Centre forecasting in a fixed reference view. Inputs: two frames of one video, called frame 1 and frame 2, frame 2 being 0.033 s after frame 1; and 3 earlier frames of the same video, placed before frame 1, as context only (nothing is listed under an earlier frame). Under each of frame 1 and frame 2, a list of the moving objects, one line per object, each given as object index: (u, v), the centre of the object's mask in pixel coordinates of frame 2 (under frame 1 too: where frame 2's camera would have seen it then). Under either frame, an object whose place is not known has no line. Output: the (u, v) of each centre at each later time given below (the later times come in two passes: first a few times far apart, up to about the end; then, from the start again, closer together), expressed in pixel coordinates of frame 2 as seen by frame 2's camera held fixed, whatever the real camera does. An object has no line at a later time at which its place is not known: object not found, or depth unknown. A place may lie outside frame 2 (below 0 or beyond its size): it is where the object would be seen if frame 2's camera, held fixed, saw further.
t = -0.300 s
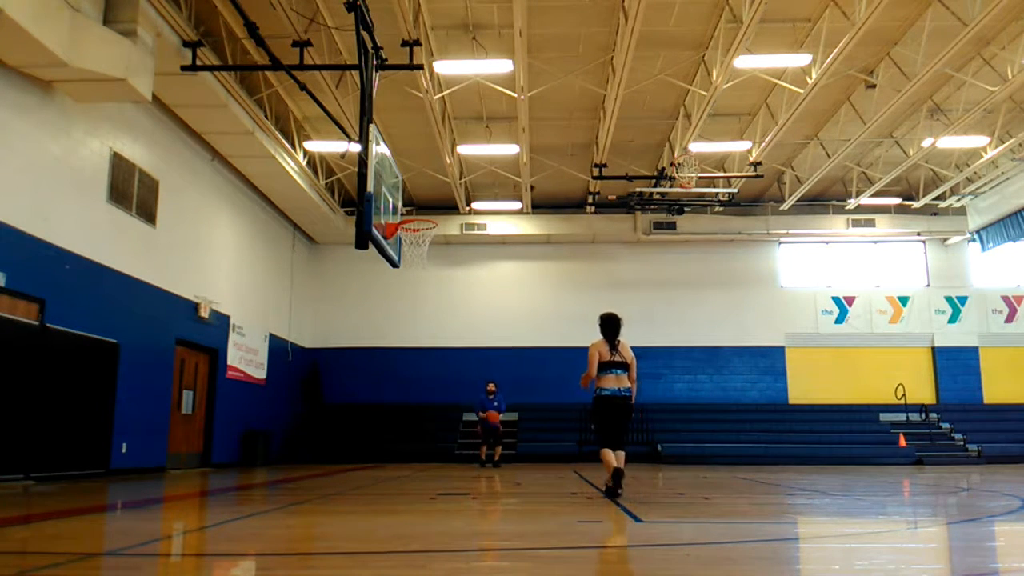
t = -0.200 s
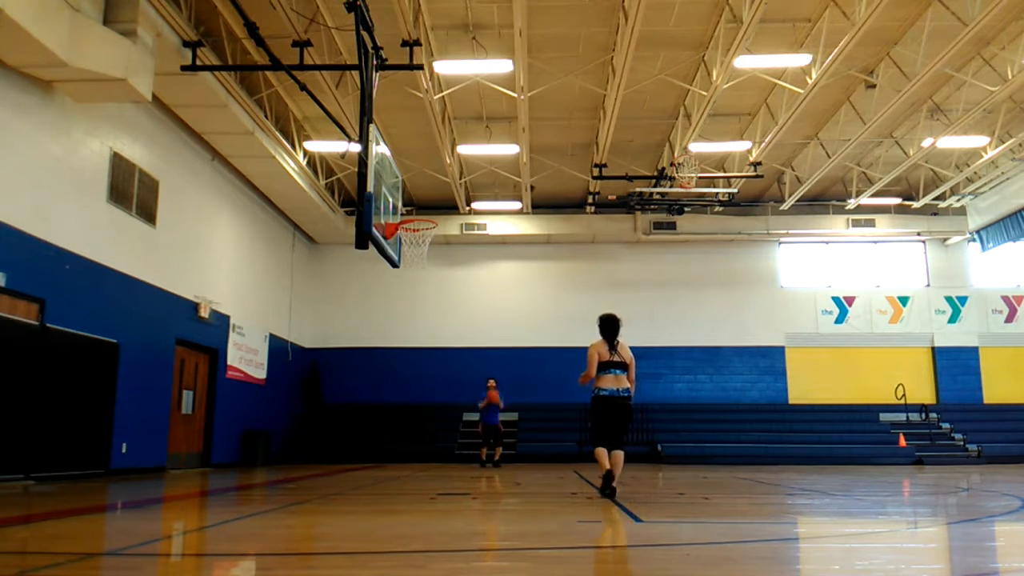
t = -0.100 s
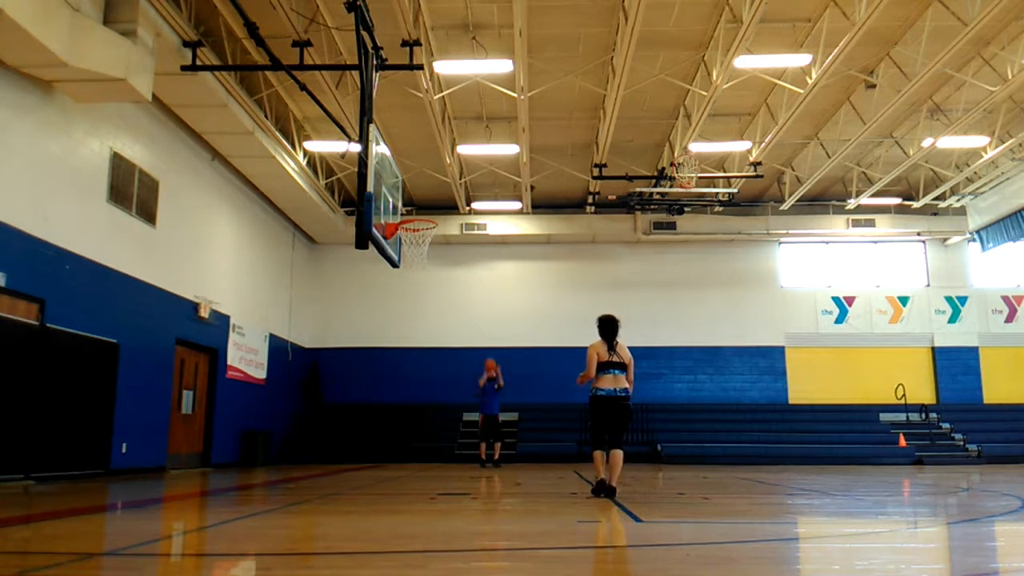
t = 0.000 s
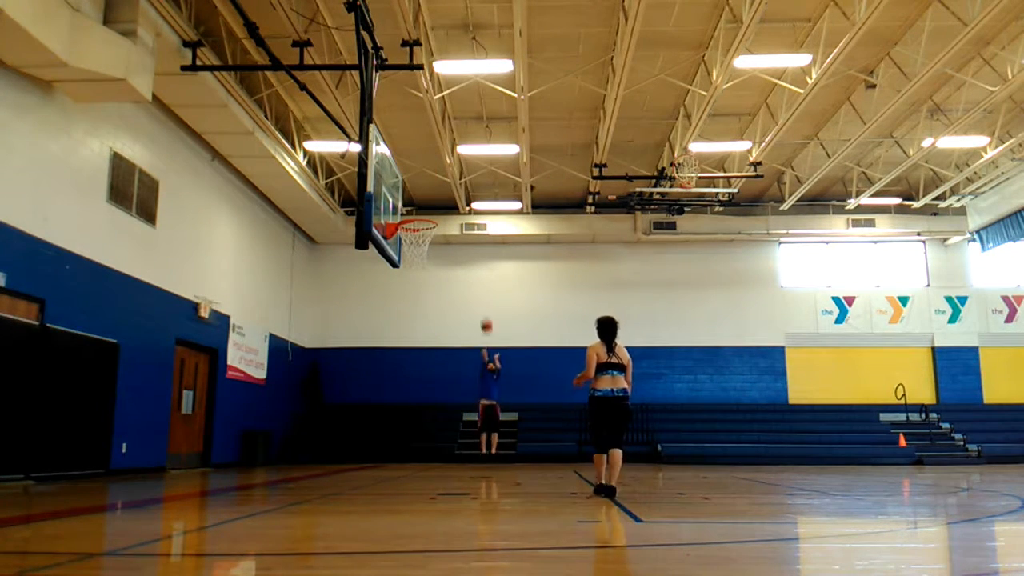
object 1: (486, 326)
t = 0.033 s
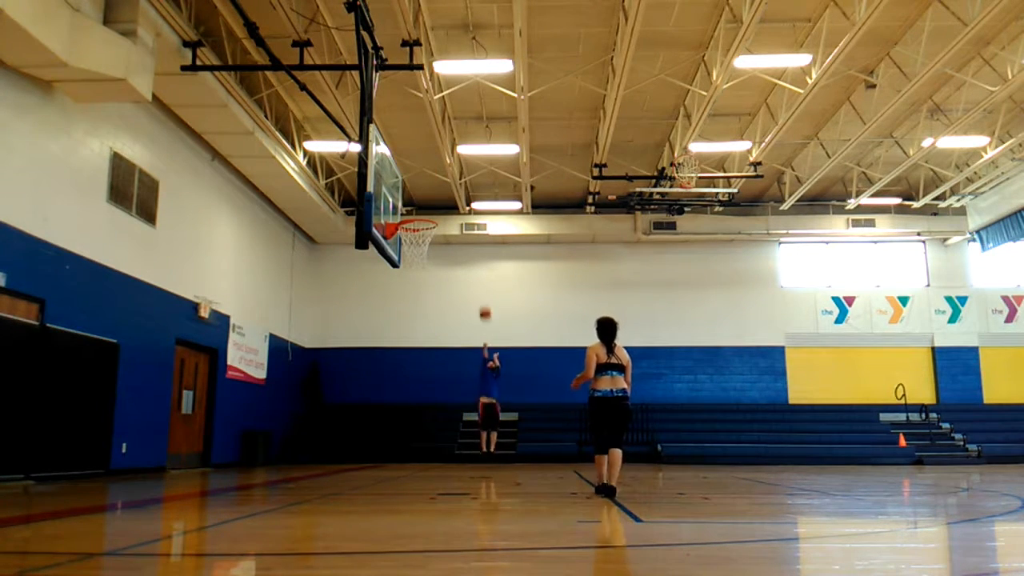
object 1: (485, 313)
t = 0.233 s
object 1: (476, 248)
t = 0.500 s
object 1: (462, 186)
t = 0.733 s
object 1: (447, 162)
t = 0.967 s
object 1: (431, 170)
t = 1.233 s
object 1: (410, 223)
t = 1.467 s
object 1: (432, 246)
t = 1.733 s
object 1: (428, 268)
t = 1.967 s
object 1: (420, 326)
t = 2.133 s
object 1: (415, 392)
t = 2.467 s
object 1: (400, 414)
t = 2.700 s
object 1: (389, 370)
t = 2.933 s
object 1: (378, 369)
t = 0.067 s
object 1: (483, 301)
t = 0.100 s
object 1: (482, 289)
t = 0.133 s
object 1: (480, 278)
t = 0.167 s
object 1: (479, 267)
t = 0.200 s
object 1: (477, 257)
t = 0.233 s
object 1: (476, 248)
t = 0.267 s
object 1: (474, 239)
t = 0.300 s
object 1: (472, 229)
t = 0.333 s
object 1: (470, 221)
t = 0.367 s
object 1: (468, 212)
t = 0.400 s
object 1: (467, 205)
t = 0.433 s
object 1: (466, 198)
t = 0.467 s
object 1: (464, 192)
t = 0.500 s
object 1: (462, 186)
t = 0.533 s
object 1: (460, 181)
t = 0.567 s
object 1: (458, 176)
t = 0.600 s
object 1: (456, 172)
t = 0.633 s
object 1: (453, 168)
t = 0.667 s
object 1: (452, 165)
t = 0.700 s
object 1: (450, 163)
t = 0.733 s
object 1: (447, 162)
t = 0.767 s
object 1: (445, 161)
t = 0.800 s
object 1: (443, 160)
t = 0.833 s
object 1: (441, 161)
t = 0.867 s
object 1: (439, 161)
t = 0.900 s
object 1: (436, 163)
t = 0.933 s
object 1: (433, 166)
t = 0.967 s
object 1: (431, 170)
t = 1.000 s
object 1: (428, 174)
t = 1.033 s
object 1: (426, 178)
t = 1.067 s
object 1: (423, 184)
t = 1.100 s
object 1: (420, 190)
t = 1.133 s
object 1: (418, 199)
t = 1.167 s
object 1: (415, 206)
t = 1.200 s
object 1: (411, 214)
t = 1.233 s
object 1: (410, 223)
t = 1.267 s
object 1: (411, 226)
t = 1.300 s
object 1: (414, 229)
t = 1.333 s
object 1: (419, 232)
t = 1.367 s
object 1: (423, 237)
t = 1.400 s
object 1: (427, 241)
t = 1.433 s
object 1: (430, 244)
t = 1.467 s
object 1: (432, 246)
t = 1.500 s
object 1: (433, 247)
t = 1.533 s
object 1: (434, 248)
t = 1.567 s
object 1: (434, 249)
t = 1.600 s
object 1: (433, 250)
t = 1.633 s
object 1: (432, 258)
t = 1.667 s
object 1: (431, 260)
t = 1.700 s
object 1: (430, 264)
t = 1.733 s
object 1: (428, 268)
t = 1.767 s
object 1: (427, 274)
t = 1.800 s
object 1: (426, 280)
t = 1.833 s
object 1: (425, 288)
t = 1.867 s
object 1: (423, 296)
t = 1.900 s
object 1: (422, 306)
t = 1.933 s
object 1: (421, 316)
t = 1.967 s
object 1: (420, 326)
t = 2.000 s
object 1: (419, 337)
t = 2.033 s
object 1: (418, 350)
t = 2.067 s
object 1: (417, 363)
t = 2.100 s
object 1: (416, 377)
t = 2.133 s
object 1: (415, 392)
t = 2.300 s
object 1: (407, 472)
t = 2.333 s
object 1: (406, 459)
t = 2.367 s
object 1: (405, 446)
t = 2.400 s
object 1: (403, 434)
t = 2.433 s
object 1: (401, 423)
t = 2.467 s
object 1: (400, 414)
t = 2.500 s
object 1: (398, 404)
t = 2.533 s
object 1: (397, 397)
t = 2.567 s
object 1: (395, 389)
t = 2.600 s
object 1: (394, 383)
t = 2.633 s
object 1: (392, 378)
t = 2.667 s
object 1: (391, 374)
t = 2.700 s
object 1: (389, 370)
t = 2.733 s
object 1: (388, 368)
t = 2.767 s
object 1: (386, 366)
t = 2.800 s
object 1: (385, 365)
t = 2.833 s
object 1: (383, 365)
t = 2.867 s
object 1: (381, 365)
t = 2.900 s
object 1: (379, 367)
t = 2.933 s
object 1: (378, 369)
